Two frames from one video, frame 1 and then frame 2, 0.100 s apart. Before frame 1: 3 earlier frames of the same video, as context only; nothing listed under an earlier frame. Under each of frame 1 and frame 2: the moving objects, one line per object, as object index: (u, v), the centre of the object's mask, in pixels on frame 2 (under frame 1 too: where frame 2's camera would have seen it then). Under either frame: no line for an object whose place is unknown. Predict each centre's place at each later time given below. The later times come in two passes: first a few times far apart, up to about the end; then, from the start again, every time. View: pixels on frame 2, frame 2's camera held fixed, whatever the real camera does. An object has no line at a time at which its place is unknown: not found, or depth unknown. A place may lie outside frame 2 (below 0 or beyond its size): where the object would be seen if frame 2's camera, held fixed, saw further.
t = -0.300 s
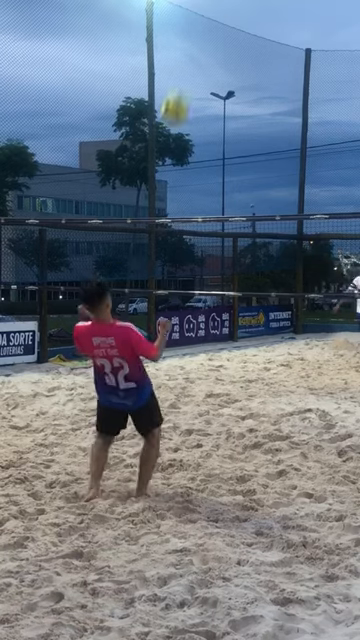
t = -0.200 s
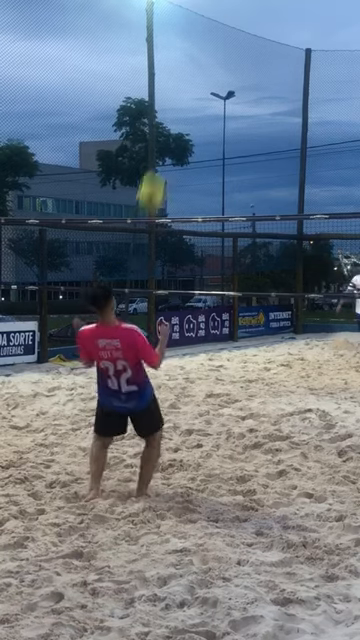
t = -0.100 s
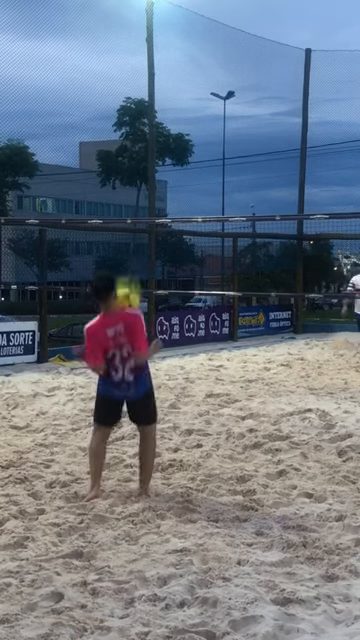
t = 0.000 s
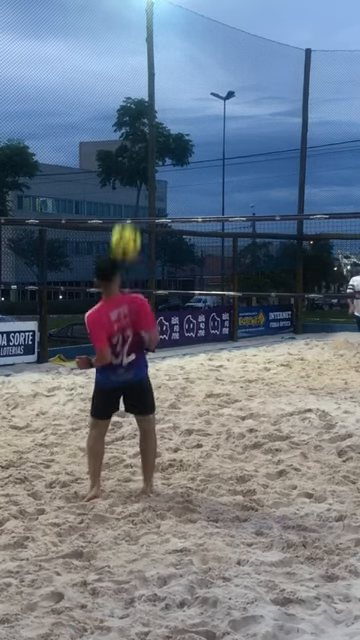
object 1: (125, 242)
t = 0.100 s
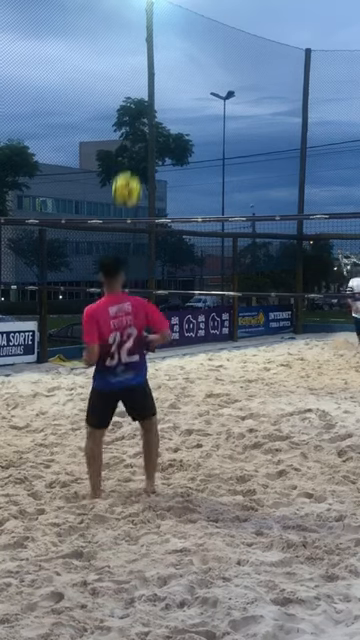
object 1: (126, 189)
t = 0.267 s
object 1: (130, 137)
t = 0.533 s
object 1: (135, 133)
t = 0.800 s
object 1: (139, 207)
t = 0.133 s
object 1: (127, 175)
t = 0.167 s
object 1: (127, 164)
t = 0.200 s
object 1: (128, 153)
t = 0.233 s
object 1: (129, 144)
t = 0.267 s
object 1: (130, 137)
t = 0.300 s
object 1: (131, 131)
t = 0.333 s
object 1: (131, 128)
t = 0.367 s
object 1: (132, 125)
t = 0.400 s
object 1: (133, 124)
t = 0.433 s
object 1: (133, 125)
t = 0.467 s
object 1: (134, 126)
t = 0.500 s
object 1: (135, 128)
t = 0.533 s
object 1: (135, 133)
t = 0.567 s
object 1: (135, 138)
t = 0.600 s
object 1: (136, 145)
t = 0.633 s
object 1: (137, 152)
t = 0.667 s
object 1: (137, 161)
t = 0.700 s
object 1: (138, 171)
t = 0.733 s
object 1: (139, 182)
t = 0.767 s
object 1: (139, 193)
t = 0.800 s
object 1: (139, 207)
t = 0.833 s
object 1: (139, 221)
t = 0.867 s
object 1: (140, 236)
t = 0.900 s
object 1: (141, 251)
